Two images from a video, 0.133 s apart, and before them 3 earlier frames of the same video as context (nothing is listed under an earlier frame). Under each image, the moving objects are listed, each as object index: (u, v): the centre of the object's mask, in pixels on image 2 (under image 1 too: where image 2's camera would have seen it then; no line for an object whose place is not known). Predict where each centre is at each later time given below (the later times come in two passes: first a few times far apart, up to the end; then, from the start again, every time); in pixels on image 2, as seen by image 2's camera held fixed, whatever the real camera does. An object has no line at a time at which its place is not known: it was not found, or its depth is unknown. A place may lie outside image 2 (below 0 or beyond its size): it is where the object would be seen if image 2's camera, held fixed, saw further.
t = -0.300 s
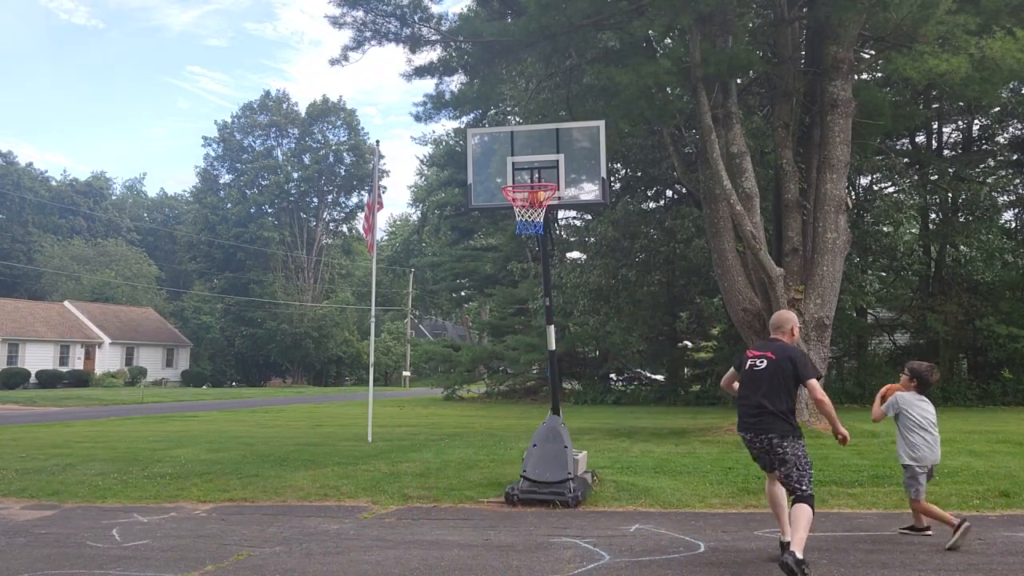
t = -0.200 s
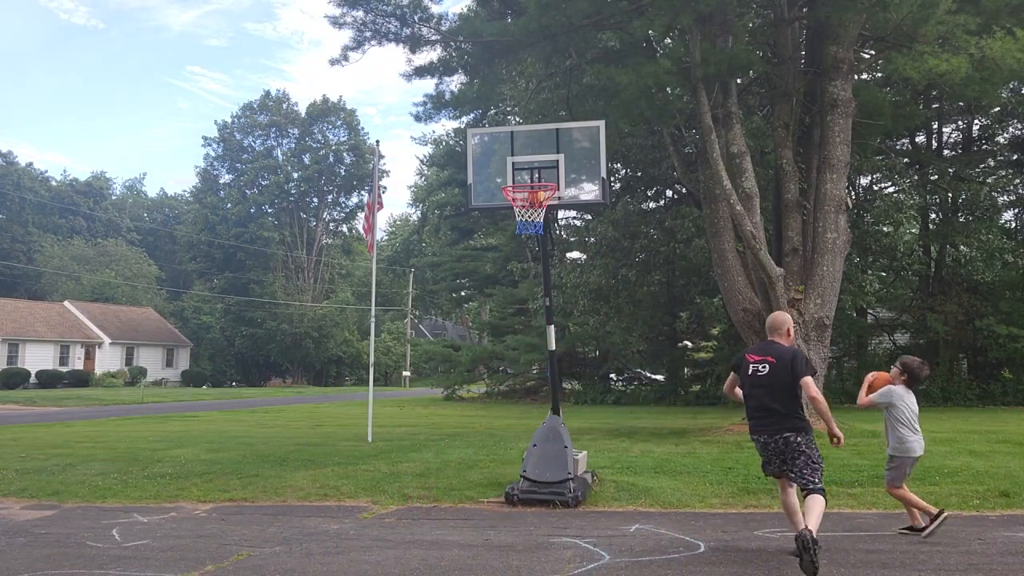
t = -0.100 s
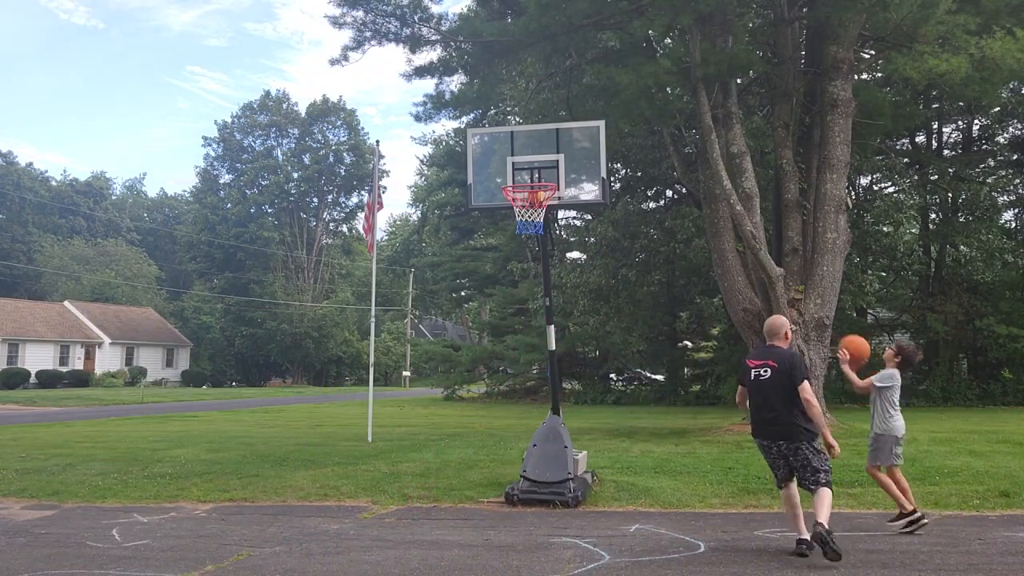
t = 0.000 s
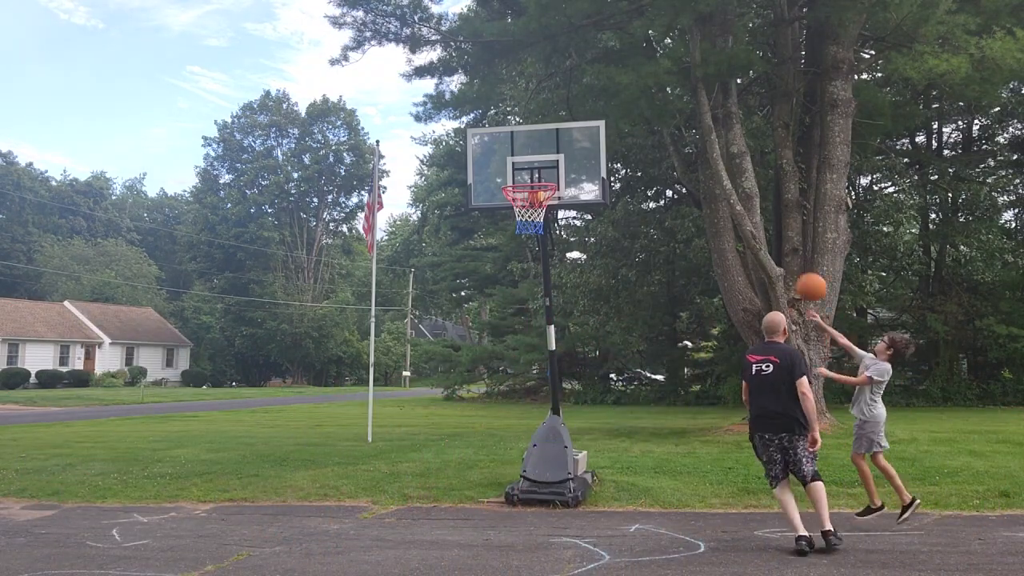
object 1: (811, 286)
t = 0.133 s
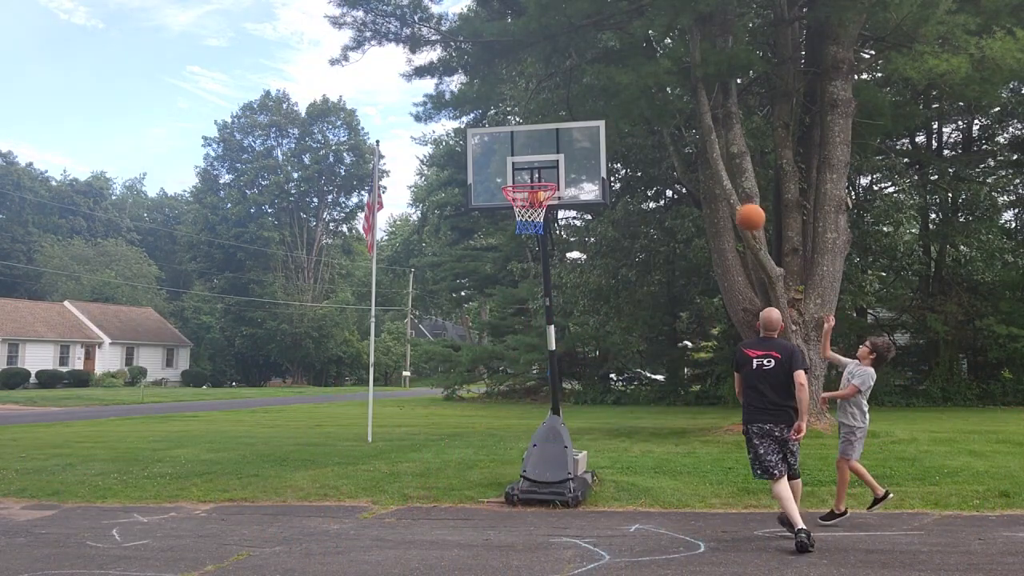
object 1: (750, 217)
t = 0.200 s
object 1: (721, 191)
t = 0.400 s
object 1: (638, 147)
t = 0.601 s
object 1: (566, 143)
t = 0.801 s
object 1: (519, 172)
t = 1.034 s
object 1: (502, 164)
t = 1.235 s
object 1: (492, 192)
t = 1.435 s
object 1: (479, 267)
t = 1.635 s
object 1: (463, 402)
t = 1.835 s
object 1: (451, 488)
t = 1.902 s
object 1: (448, 443)
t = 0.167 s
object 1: (736, 203)
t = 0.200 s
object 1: (721, 191)
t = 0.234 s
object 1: (707, 181)
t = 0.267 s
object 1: (692, 172)
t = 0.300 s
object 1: (679, 164)
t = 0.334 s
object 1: (665, 157)
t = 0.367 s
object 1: (651, 152)
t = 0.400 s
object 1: (638, 147)
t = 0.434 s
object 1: (625, 142)
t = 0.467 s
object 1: (613, 141)
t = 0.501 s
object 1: (600, 140)
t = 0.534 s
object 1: (587, 140)
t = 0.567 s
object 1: (576, 141)
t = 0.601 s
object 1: (566, 143)
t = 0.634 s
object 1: (558, 145)
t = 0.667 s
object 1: (550, 148)
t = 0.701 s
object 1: (542, 152)
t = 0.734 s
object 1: (534, 158)
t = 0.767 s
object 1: (526, 164)
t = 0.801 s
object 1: (519, 172)
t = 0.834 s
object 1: (513, 175)
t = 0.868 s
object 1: (512, 172)
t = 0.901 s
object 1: (510, 168)
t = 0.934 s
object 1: (508, 165)
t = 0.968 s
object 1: (506, 164)
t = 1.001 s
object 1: (504, 163)
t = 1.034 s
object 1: (502, 164)
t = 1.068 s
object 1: (501, 166)
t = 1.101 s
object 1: (499, 169)
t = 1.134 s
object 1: (497, 173)
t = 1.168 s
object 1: (495, 178)
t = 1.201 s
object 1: (494, 185)
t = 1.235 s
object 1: (492, 192)
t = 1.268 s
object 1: (490, 202)
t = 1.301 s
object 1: (488, 212)
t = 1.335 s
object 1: (486, 223)
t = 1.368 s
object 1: (484, 237)
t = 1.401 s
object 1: (481, 251)
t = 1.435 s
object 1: (479, 267)
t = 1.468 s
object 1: (477, 286)
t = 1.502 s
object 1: (474, 306)
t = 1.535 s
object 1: (471, 327)
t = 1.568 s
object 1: (469, 351)
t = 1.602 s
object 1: (466, 375)
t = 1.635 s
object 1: (463, 402)
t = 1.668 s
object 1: (461, 431)
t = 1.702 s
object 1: (458, 461)
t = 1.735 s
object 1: (456, 494)
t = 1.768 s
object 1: (453, 528)
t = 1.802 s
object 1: (452, 512)
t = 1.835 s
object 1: (451, 488)
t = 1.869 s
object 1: (449, 465)
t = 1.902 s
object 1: (448, 443)
